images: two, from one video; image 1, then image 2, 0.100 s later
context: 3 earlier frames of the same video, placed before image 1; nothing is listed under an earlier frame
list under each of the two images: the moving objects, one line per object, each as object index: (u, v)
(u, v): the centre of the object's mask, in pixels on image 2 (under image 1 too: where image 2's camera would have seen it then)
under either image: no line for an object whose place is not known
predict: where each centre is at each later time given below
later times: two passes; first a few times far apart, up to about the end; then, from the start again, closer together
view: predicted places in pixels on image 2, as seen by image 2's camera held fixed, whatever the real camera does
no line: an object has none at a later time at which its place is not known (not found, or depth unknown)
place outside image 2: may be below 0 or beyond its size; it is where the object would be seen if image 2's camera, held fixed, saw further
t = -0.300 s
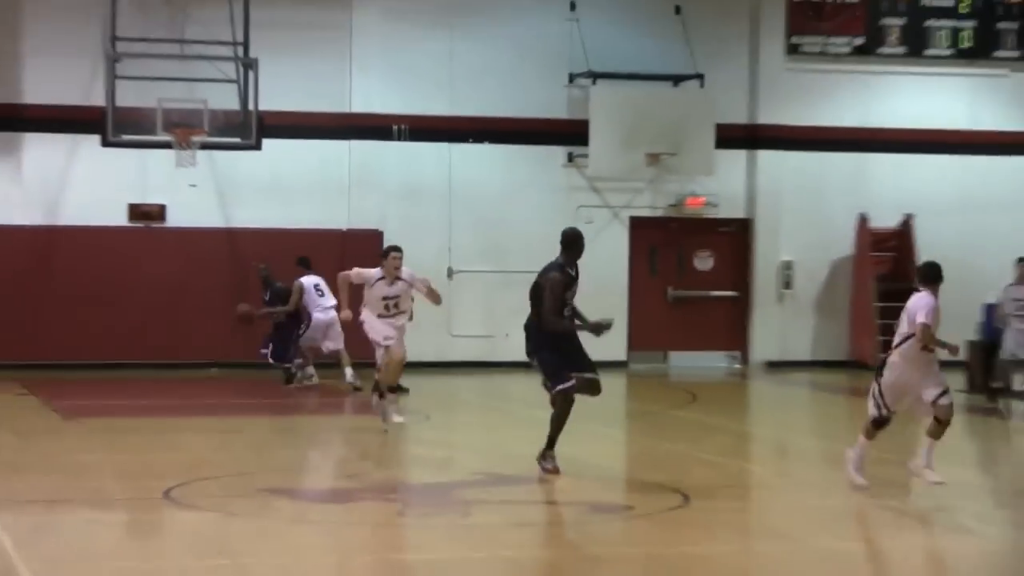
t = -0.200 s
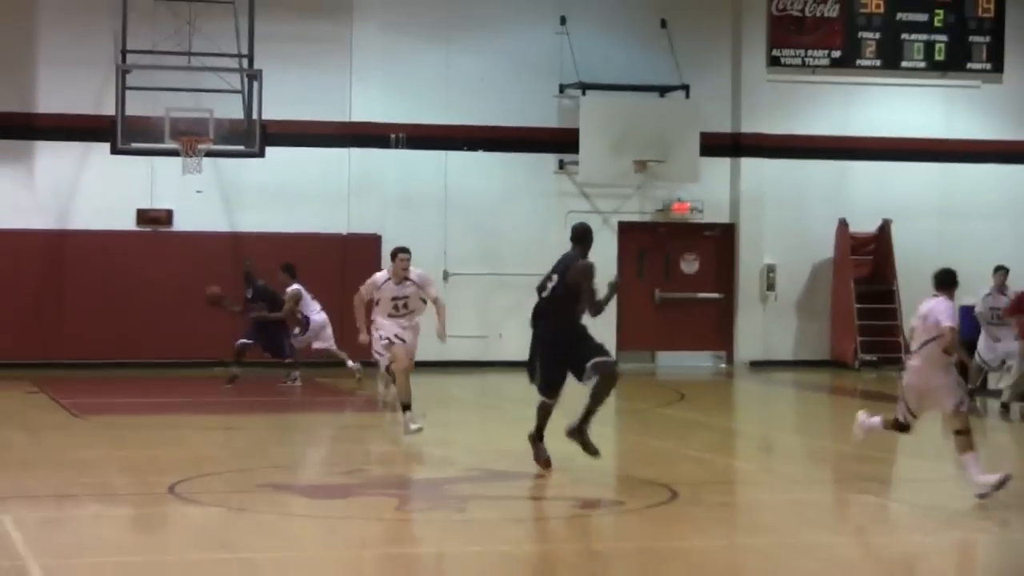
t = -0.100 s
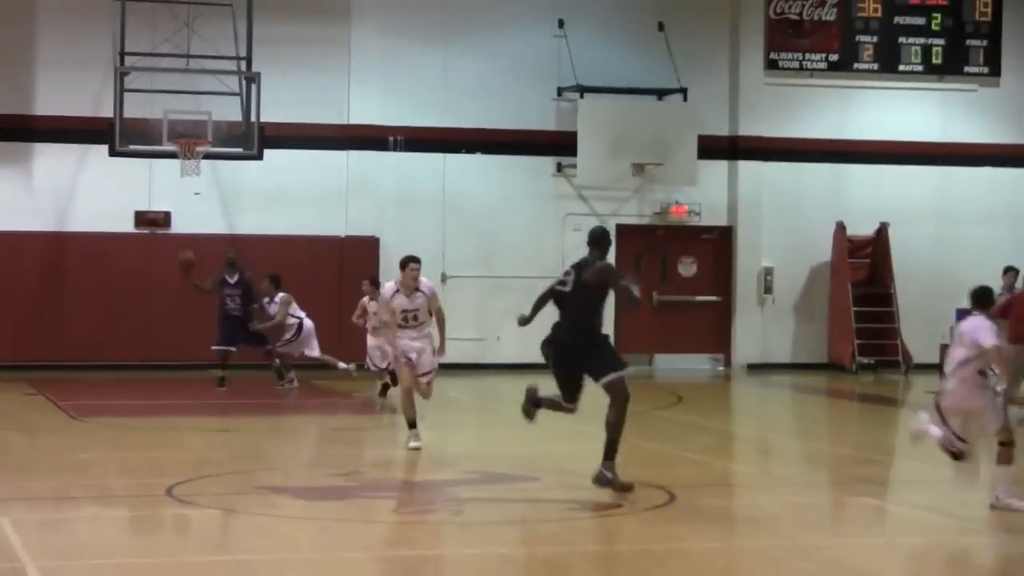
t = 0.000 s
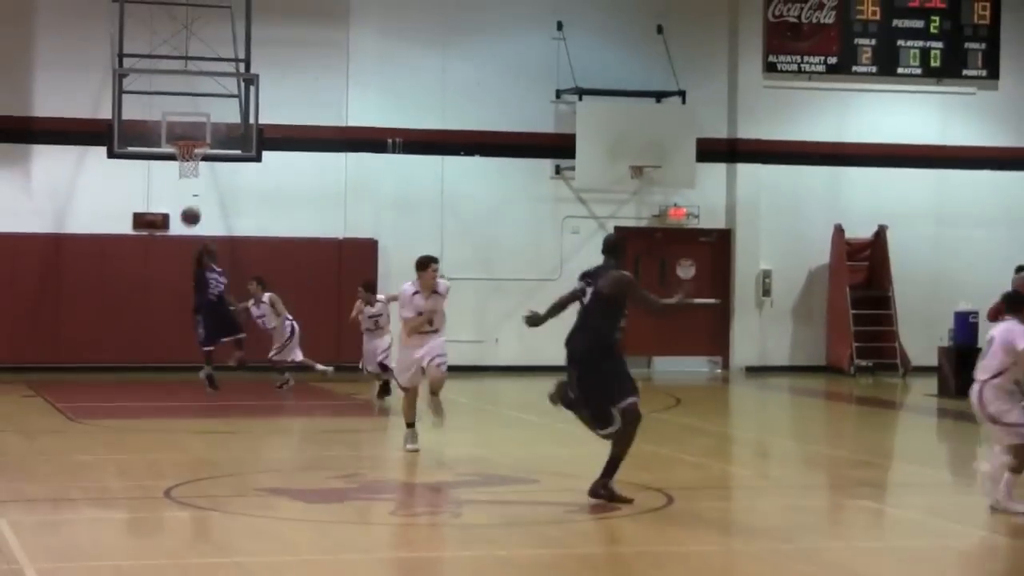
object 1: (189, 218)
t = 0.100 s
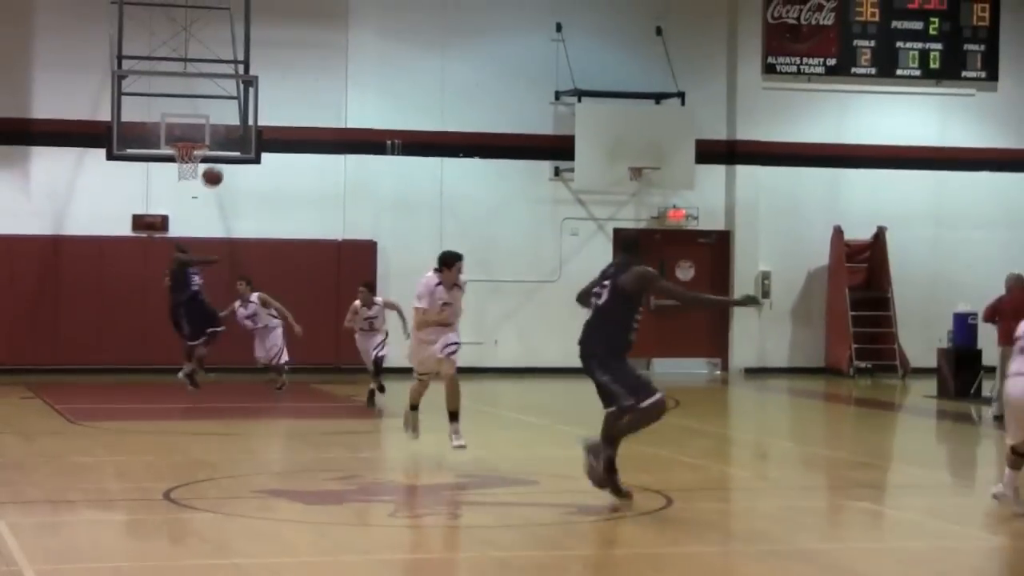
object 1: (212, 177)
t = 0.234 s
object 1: (241, 129)
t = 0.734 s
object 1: (356, 58)
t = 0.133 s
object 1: (220, 163)
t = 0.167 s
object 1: (227, 149)
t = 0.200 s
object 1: (234, 135)
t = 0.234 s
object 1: (241, 129)
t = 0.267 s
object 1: (248, 118)
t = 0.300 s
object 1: (255, 107)
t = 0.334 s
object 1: (263, 97)
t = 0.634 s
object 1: (329, 53)
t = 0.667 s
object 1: (337, 53)
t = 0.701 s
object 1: (346, 55)
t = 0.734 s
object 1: (356, 58)
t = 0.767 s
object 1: (365, 63)
